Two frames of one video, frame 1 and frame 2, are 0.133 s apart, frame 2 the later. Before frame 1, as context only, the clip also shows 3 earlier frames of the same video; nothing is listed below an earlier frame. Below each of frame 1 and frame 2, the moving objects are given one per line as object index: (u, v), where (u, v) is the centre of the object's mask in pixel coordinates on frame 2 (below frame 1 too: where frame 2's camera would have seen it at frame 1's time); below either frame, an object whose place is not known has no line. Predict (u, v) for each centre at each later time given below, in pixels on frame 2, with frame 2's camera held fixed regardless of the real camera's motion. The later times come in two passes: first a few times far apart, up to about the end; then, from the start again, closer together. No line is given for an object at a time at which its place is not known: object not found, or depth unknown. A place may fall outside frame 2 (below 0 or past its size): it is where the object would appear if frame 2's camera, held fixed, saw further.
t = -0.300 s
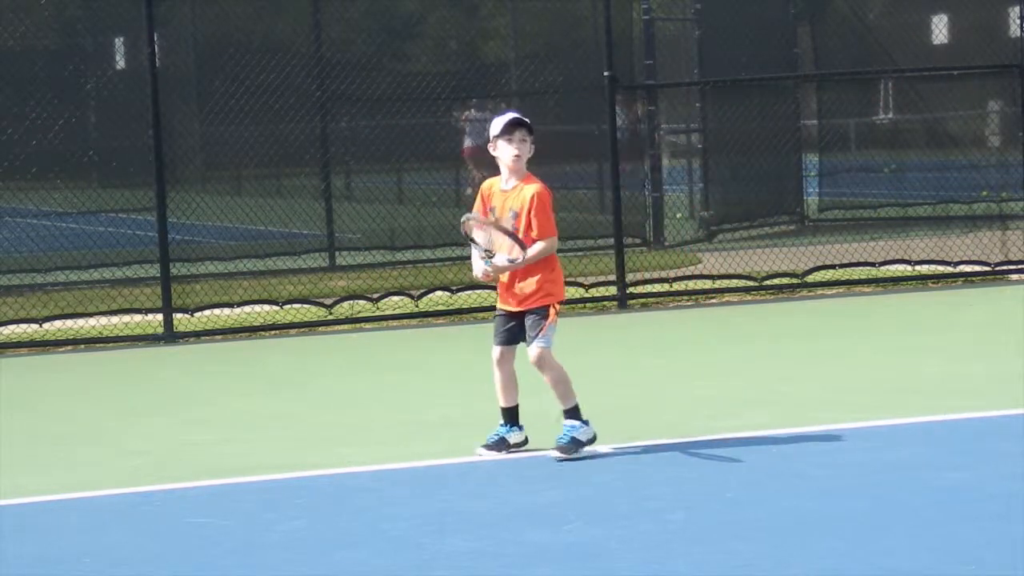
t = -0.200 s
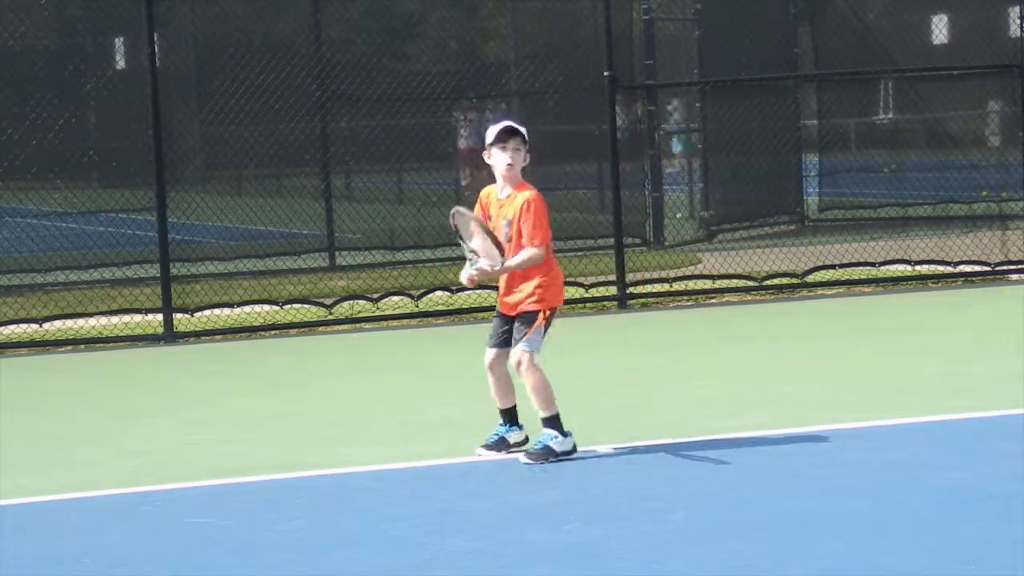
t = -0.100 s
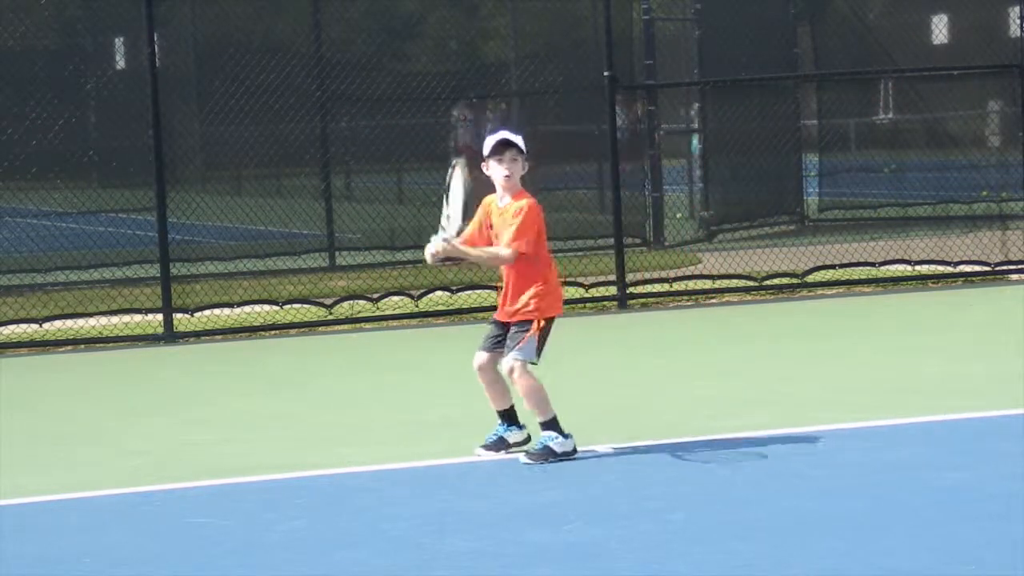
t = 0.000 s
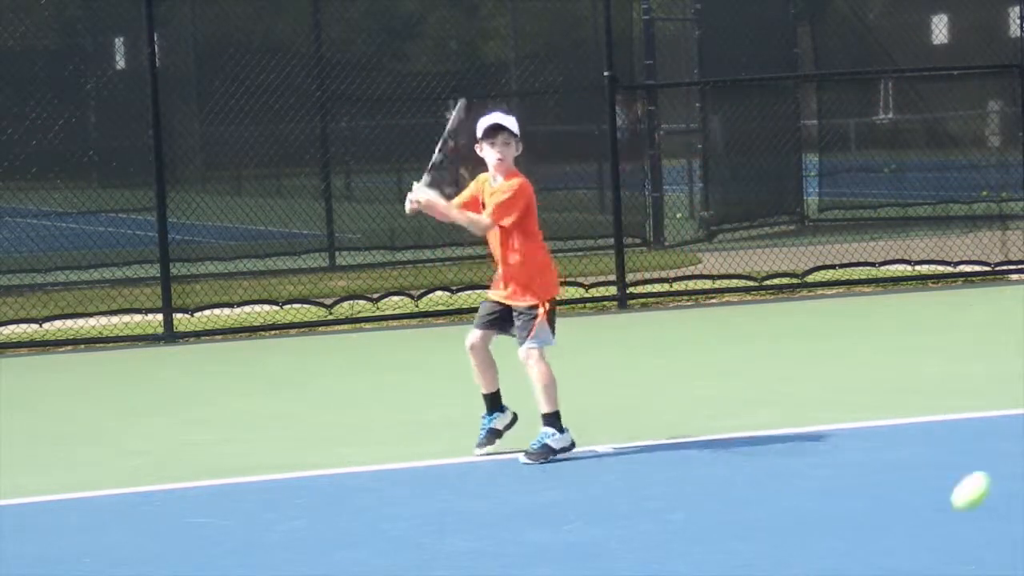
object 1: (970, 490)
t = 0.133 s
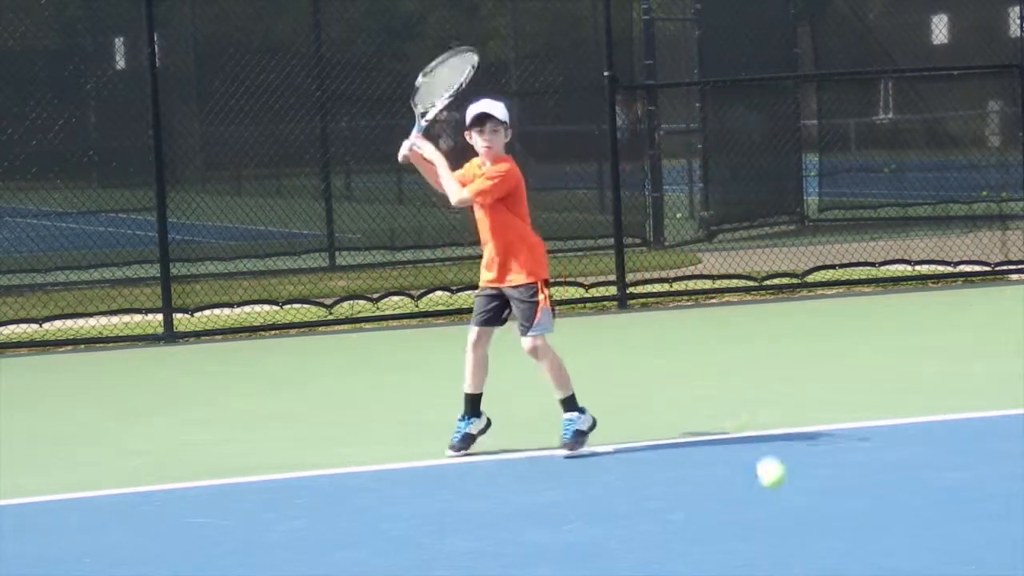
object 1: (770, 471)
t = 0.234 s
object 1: (683, 328)
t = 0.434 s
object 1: (541, 179)
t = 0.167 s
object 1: (740, 418)
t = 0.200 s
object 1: (711, 370)
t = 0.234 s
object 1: (683, 328)
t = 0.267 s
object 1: (658, 293)
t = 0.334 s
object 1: (608, 234)
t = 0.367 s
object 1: (585, 211)
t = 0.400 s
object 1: (563, 193)
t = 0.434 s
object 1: (541, 179)
